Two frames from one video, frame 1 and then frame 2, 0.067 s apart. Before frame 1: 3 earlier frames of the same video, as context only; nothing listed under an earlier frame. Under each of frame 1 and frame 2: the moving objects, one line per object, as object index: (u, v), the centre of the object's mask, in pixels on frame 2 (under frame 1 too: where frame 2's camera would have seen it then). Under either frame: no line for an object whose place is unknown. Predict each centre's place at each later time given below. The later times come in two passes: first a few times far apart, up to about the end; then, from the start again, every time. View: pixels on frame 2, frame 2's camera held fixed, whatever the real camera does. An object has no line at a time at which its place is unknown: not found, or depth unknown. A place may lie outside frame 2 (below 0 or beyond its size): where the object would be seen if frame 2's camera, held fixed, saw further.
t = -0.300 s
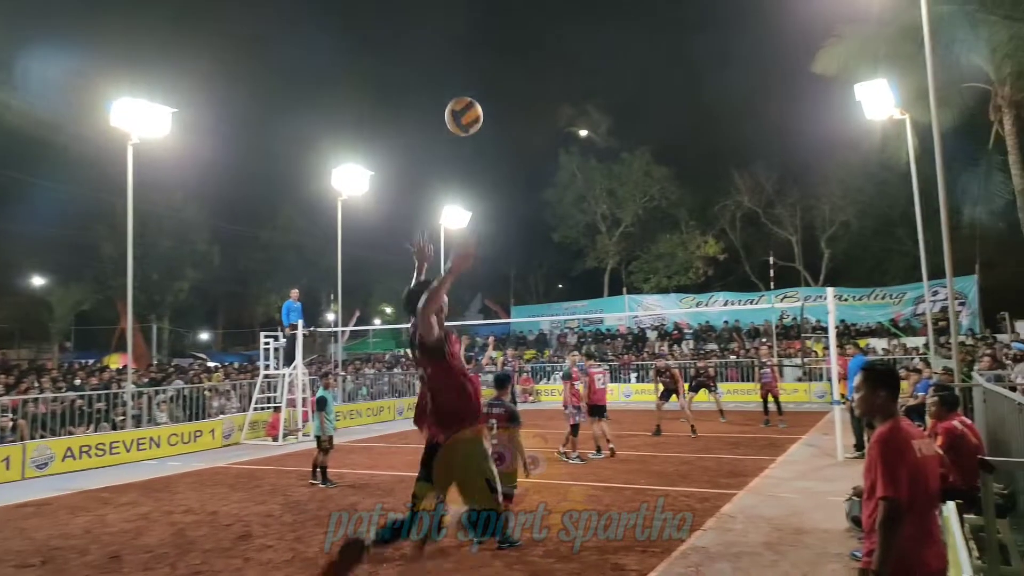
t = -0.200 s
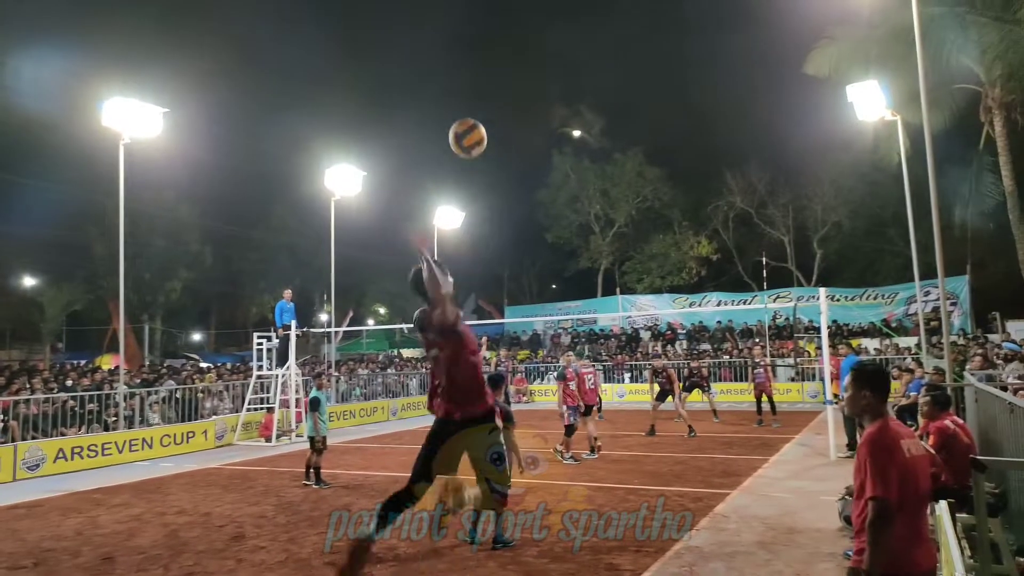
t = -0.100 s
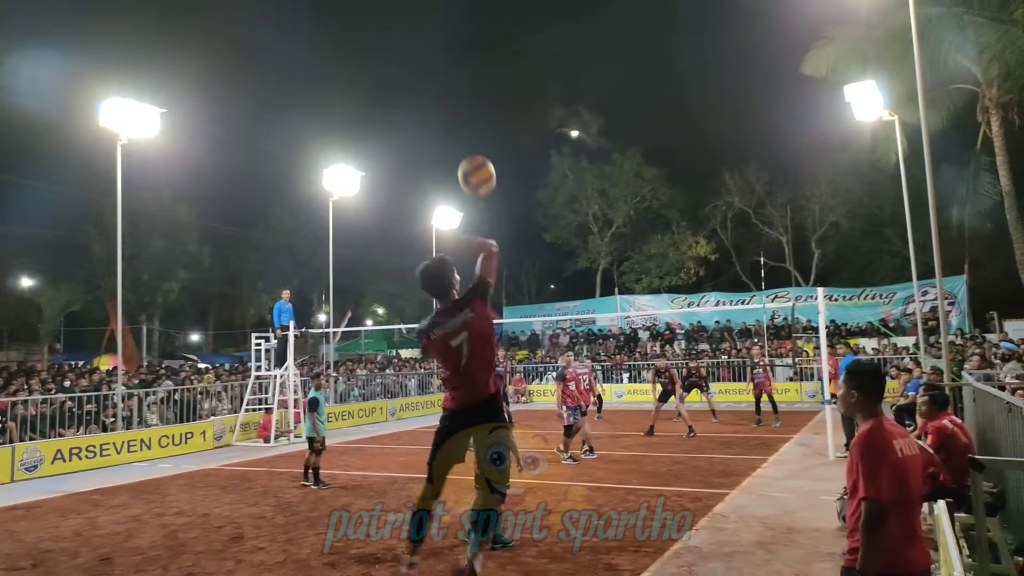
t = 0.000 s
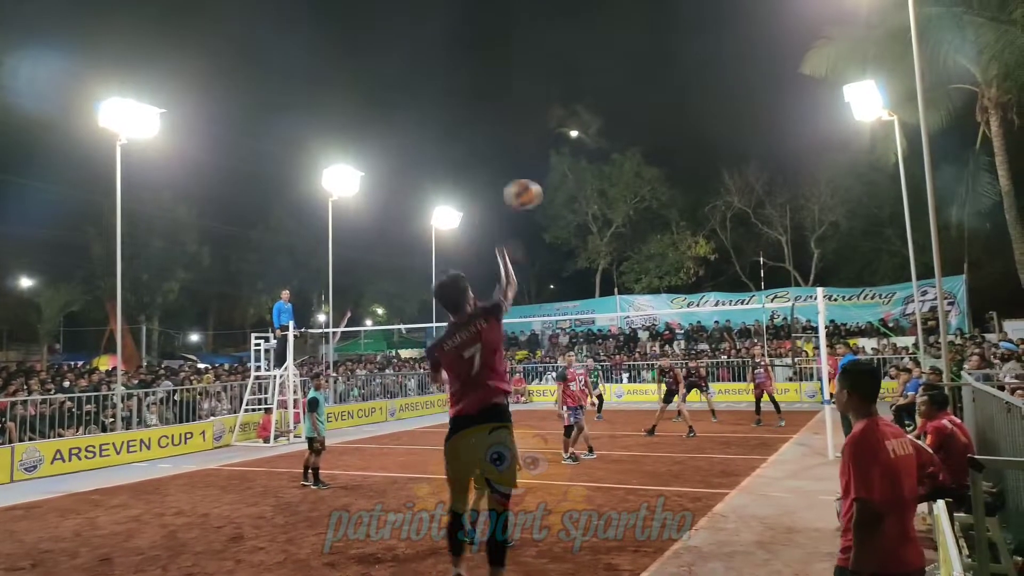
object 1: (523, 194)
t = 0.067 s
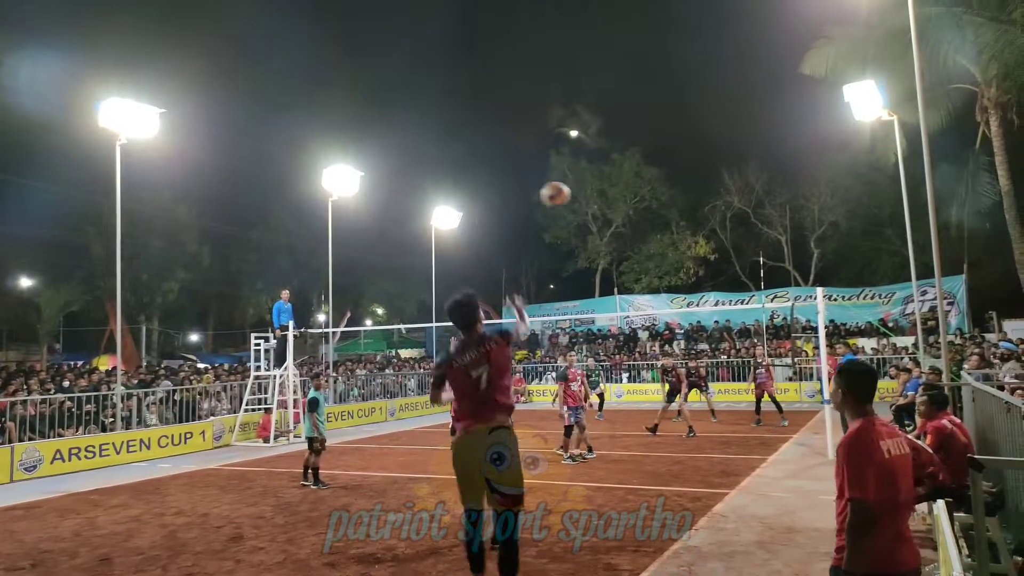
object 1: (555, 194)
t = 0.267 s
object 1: (602, 210)
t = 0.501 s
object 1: (622, 246)
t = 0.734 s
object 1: (634, 293)
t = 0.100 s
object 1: (567, 196)
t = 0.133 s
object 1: (577, 198)
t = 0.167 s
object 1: (585, 200)
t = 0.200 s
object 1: (592, 203)
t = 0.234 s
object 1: (598, 207)
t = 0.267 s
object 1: (602, 210)
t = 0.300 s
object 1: (606, 214)
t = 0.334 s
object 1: (610, 218)
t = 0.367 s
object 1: (613, 223)
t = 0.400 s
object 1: (616, 228)
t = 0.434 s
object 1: (618, 234)
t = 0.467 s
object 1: (620, 240)
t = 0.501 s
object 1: (622, 246)
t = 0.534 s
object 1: (624, 252)
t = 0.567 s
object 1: (626, 258)
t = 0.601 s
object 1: (628, 265)
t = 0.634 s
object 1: (629, 272)
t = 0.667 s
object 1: (631, 280)
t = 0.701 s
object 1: (633, 287)
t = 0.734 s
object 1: (634, 293)
